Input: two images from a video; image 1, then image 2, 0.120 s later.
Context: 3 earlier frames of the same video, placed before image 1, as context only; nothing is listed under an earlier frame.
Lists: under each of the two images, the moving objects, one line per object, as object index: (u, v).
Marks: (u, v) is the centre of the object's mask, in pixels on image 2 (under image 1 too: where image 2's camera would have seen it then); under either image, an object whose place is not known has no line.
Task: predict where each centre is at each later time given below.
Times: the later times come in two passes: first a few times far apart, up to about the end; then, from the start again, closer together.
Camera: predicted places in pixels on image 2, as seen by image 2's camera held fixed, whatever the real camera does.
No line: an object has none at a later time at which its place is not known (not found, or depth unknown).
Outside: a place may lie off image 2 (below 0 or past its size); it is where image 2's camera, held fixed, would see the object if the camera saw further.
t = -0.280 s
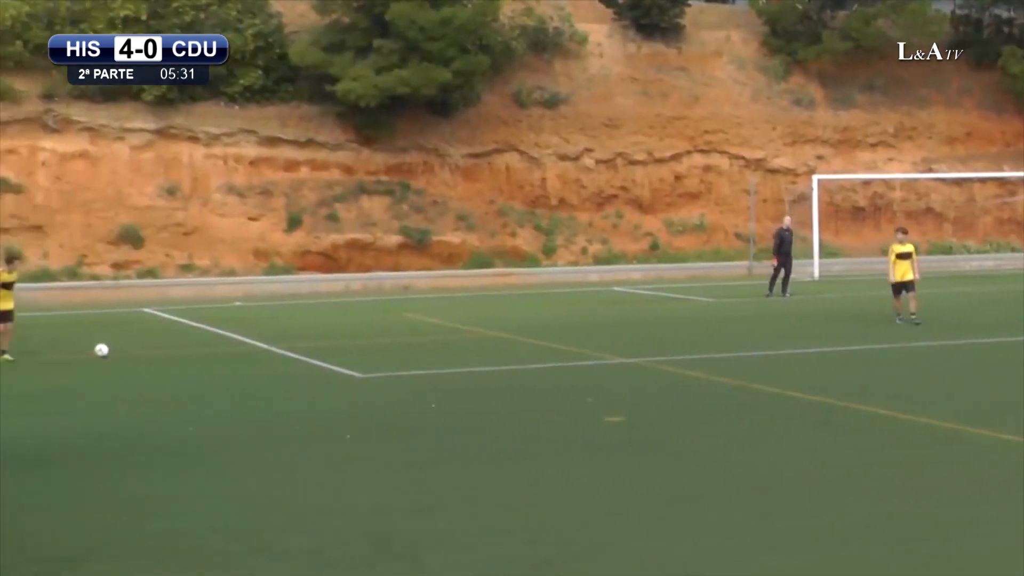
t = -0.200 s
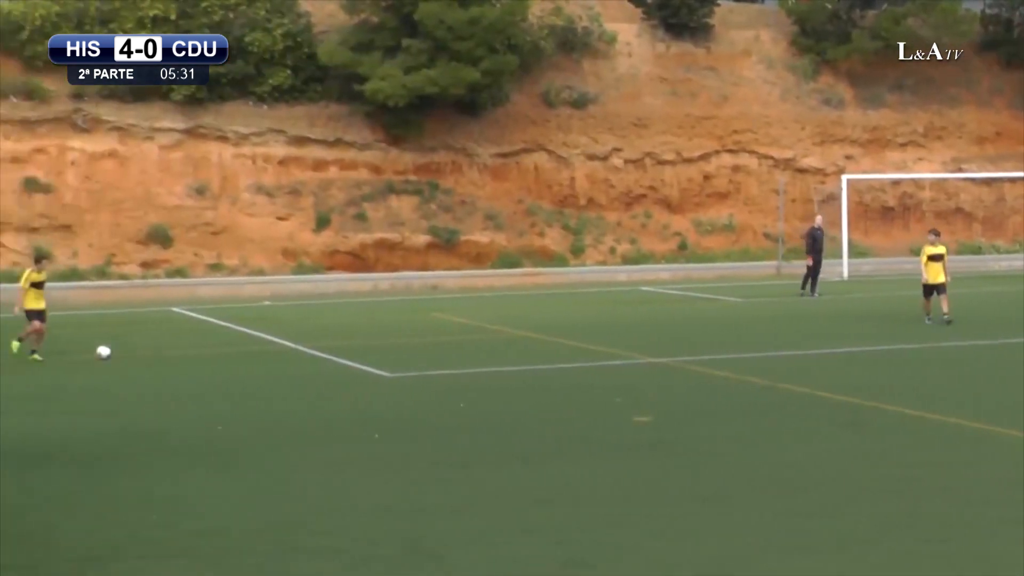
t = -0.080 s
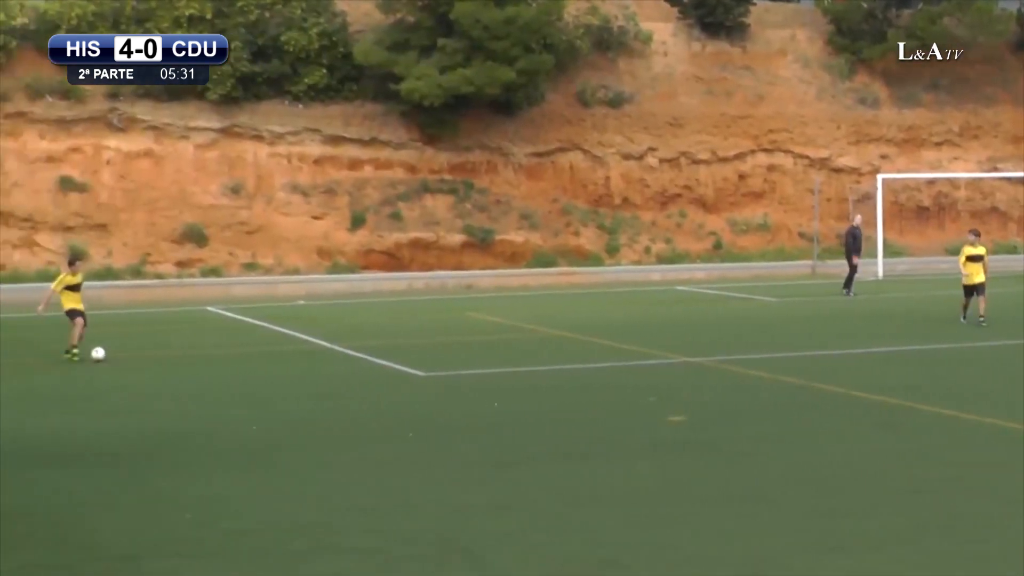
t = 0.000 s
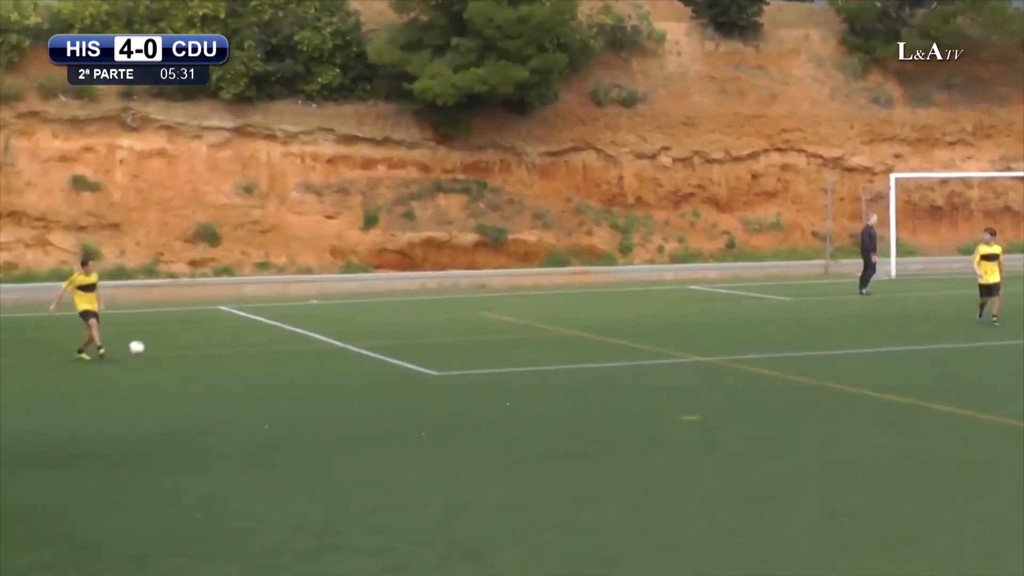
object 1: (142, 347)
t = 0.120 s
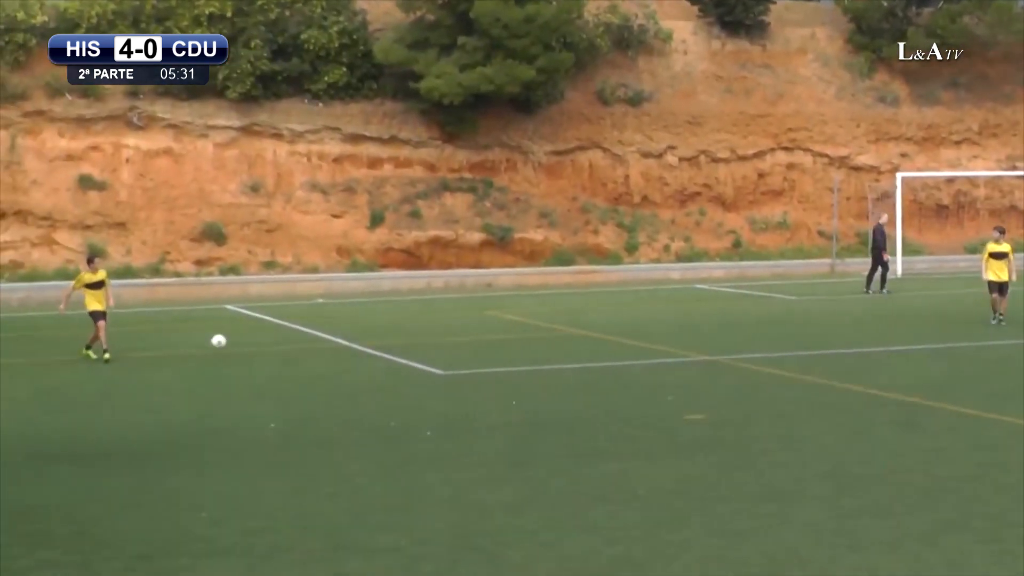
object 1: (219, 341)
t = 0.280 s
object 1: (318, 346)
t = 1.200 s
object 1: (673, 344)
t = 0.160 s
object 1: (244, 341)
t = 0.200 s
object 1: (269, 342)
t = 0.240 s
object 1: (293, 343)
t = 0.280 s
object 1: (318, 346)
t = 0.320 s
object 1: (343, 349)
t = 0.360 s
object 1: (362, 348)
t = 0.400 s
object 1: (382, 345)
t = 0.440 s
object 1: (401, 343)
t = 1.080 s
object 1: (639, 344)
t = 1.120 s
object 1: (650, 343)
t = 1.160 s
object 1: (662, 344)
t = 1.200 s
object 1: (673, 344)
